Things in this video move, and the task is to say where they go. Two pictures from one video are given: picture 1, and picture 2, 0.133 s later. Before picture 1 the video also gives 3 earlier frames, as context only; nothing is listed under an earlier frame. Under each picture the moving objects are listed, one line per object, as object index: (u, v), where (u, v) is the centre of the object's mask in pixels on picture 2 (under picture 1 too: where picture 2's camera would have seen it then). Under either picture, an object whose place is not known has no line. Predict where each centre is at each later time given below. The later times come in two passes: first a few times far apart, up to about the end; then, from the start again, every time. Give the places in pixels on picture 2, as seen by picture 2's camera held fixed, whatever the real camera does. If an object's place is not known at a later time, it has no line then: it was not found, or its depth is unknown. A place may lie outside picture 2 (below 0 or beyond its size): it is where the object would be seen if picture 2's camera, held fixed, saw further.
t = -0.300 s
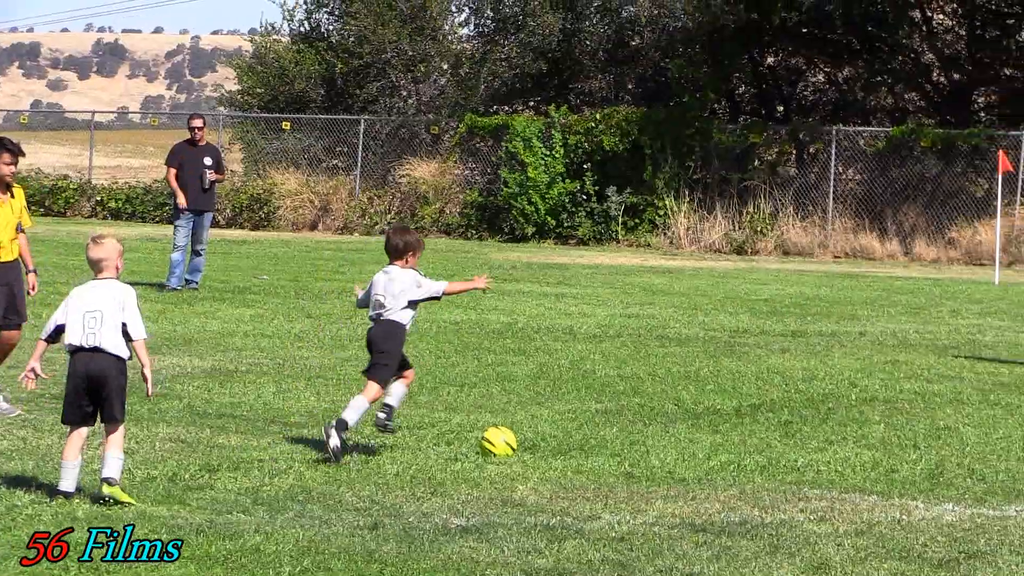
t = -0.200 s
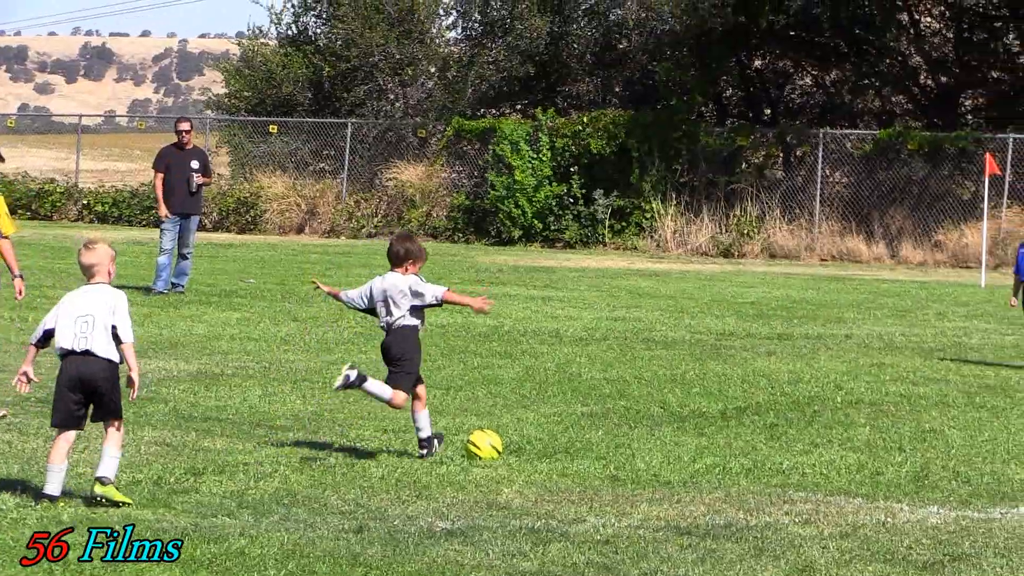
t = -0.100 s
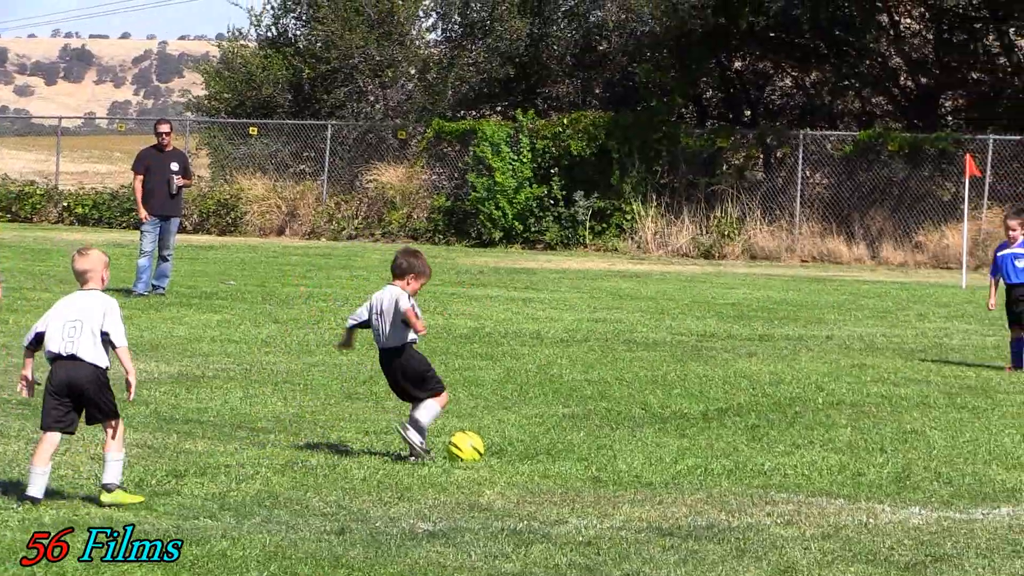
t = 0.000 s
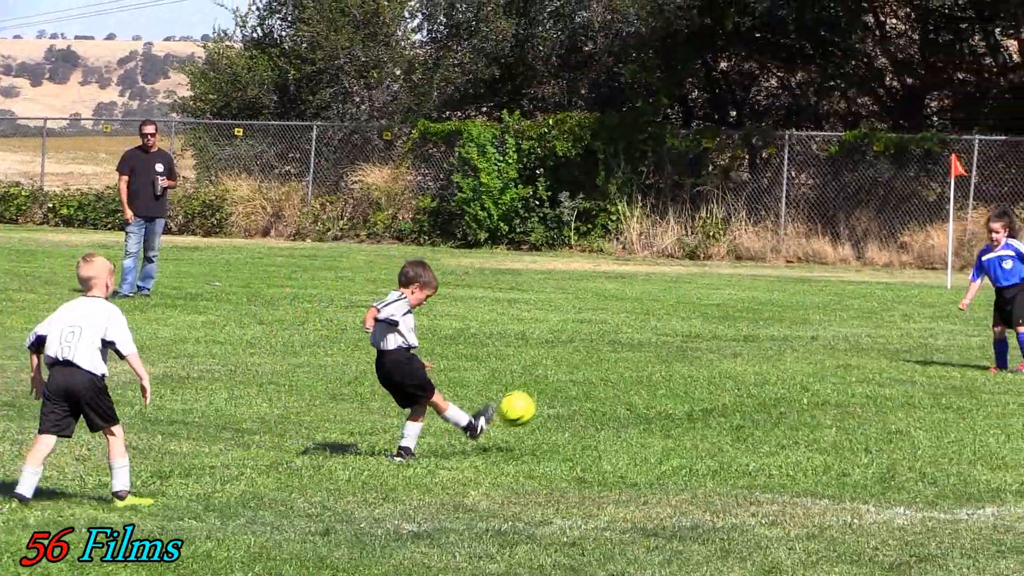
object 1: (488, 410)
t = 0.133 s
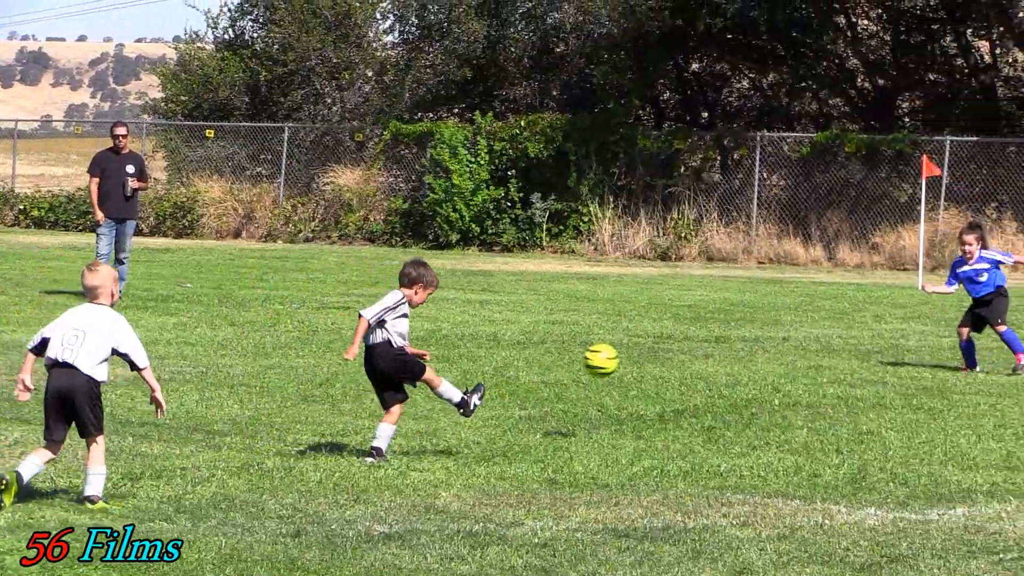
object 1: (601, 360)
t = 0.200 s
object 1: (652, 348)
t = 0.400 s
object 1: (795, 352)
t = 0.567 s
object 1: (902, 397)
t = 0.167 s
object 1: (627, 353)
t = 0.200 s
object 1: (652, 348)
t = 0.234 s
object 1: (678, 344)
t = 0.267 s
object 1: (702, 342)
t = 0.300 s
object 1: (726, 342)
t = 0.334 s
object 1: (749, 343)
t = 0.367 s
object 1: (773, 347)
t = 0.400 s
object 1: (795, 352)
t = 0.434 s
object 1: (817, 359)
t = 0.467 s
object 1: (840, 367)
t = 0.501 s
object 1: (861, 376)
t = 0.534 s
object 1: (882, 387)
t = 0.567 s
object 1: (902, 397)
